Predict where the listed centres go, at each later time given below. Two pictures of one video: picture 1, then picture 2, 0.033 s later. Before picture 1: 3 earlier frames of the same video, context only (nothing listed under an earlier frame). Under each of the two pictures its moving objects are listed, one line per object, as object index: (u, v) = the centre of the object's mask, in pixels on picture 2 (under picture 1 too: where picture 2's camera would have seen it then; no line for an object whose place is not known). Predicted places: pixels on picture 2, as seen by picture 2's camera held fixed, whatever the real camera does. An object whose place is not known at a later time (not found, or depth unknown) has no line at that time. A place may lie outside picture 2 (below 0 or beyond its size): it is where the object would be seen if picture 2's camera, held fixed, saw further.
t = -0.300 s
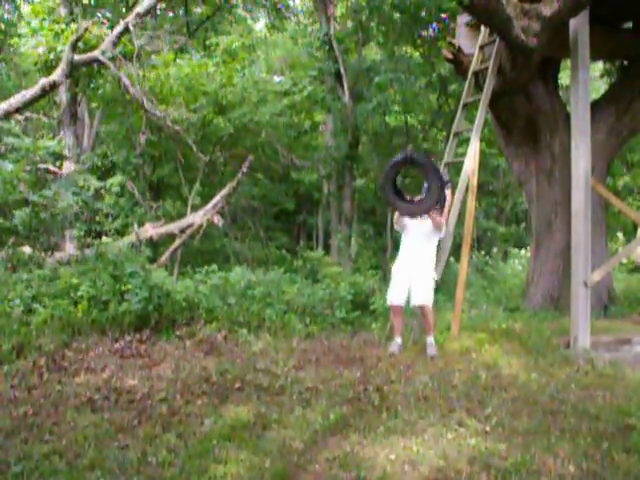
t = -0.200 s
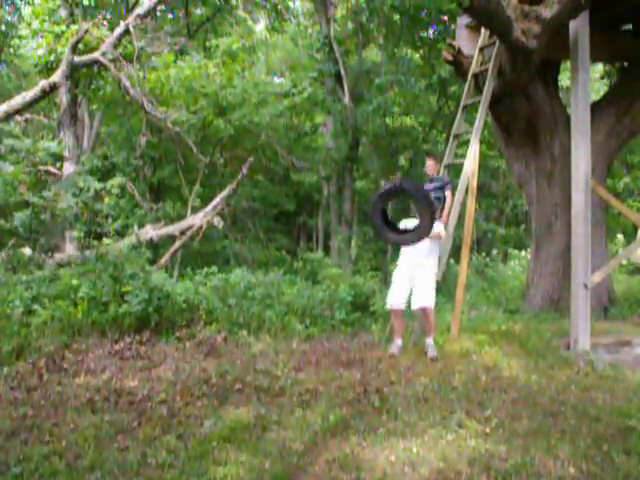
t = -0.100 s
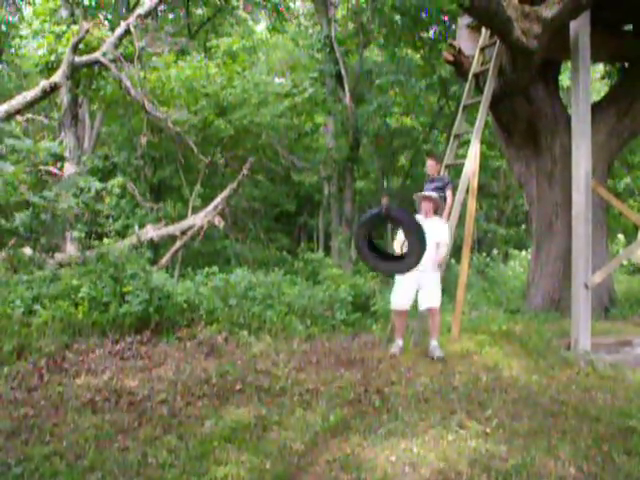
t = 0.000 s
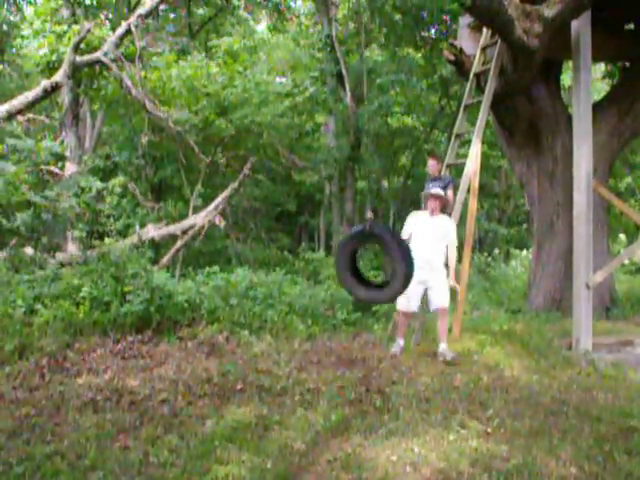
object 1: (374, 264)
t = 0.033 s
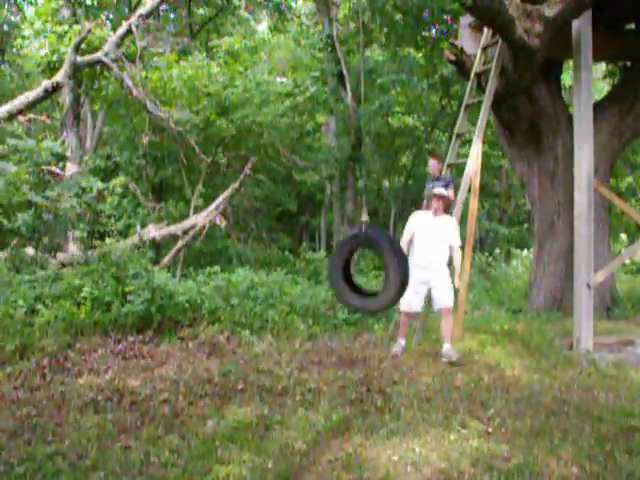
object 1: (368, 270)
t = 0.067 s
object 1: (361, 276)
